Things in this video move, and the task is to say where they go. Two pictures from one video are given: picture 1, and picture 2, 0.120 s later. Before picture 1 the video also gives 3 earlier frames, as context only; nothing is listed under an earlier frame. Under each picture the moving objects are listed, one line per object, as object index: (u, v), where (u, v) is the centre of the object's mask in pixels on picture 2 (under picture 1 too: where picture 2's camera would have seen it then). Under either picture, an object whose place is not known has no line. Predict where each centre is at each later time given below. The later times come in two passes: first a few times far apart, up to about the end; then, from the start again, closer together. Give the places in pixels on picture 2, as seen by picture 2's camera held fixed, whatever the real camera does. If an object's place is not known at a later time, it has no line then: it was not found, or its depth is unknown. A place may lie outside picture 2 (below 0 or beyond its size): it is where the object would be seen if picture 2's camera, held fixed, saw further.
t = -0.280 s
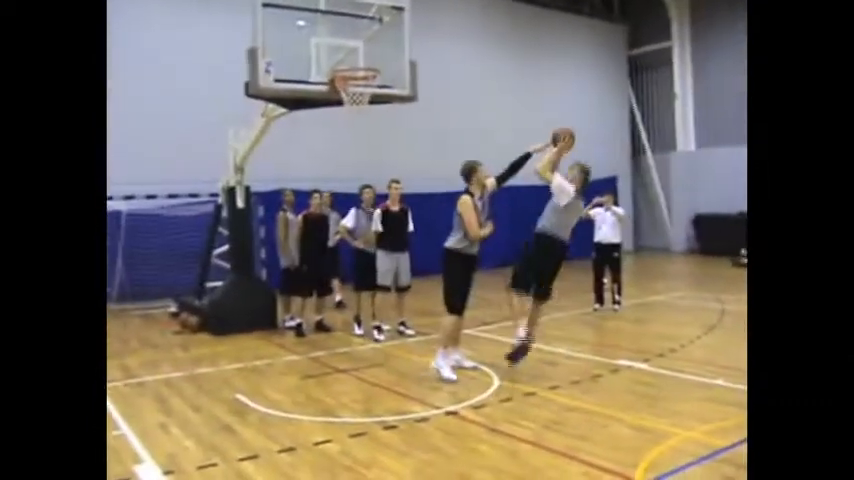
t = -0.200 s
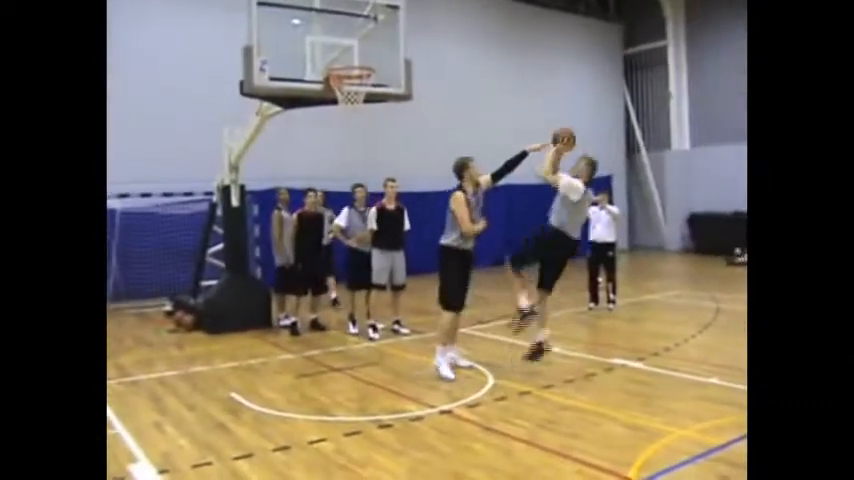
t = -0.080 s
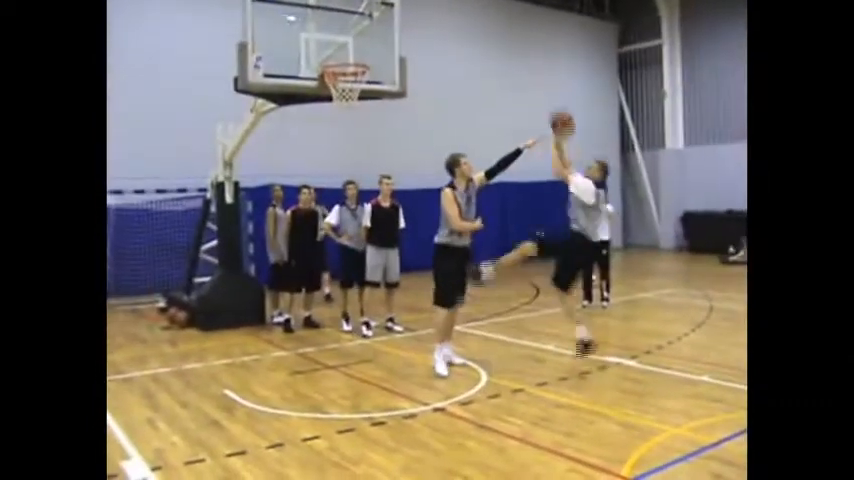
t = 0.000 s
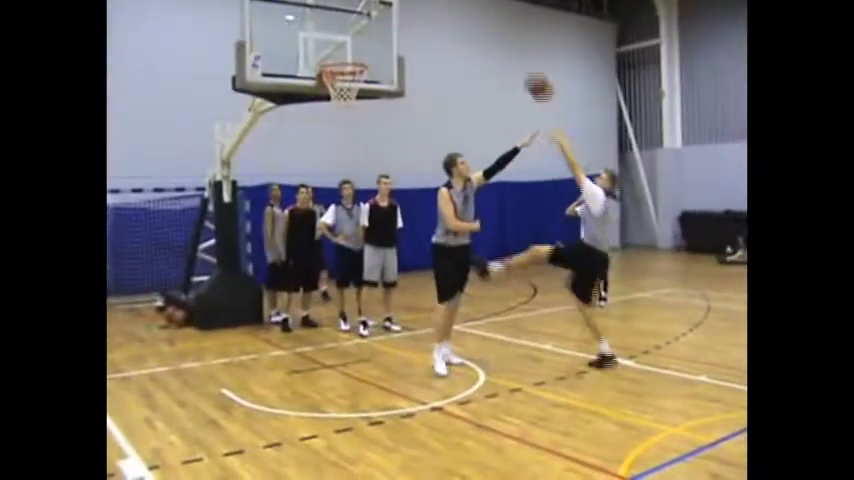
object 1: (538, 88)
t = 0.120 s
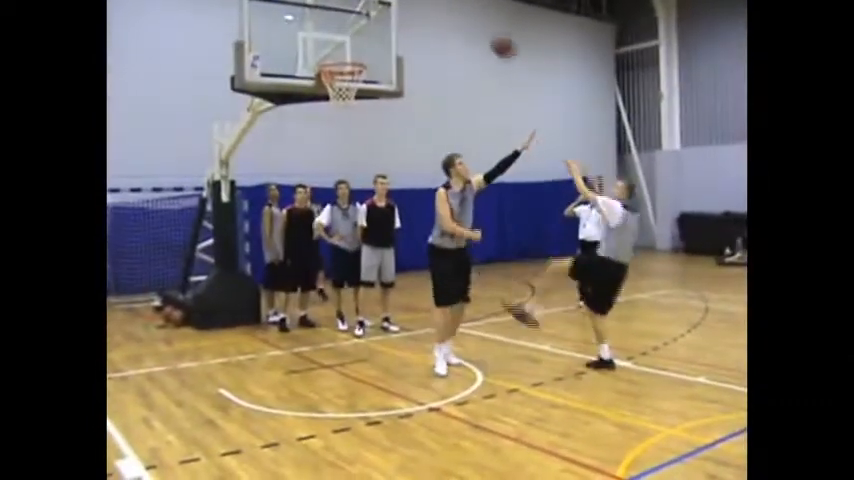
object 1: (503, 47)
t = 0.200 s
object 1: (481, 27)
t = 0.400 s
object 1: (429, 10)
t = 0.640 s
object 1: (371, 31)
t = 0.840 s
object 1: (351, 48)
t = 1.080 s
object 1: (359, 21)
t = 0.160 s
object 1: (492, 36)
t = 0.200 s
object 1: (481, 27)
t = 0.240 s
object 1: (470, 20)
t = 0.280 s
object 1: (461, 13)
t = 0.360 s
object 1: (440, 10)
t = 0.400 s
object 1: (429, 10)
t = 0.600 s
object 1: (381, 23)
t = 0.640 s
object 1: (371, 31)
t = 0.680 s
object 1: (362, 38)
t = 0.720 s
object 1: (353, 49)
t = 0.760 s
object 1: (350, 55)
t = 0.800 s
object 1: (349, 54)
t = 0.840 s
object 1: (351, 48)
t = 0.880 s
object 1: (352, 40)
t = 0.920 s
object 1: (353, 32)
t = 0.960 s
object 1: (355, 28)
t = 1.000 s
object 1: (356, 24)
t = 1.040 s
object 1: (358, 22)
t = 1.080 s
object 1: (359, 21)
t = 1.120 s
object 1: (360, 23)
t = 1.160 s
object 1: (362, 25)
